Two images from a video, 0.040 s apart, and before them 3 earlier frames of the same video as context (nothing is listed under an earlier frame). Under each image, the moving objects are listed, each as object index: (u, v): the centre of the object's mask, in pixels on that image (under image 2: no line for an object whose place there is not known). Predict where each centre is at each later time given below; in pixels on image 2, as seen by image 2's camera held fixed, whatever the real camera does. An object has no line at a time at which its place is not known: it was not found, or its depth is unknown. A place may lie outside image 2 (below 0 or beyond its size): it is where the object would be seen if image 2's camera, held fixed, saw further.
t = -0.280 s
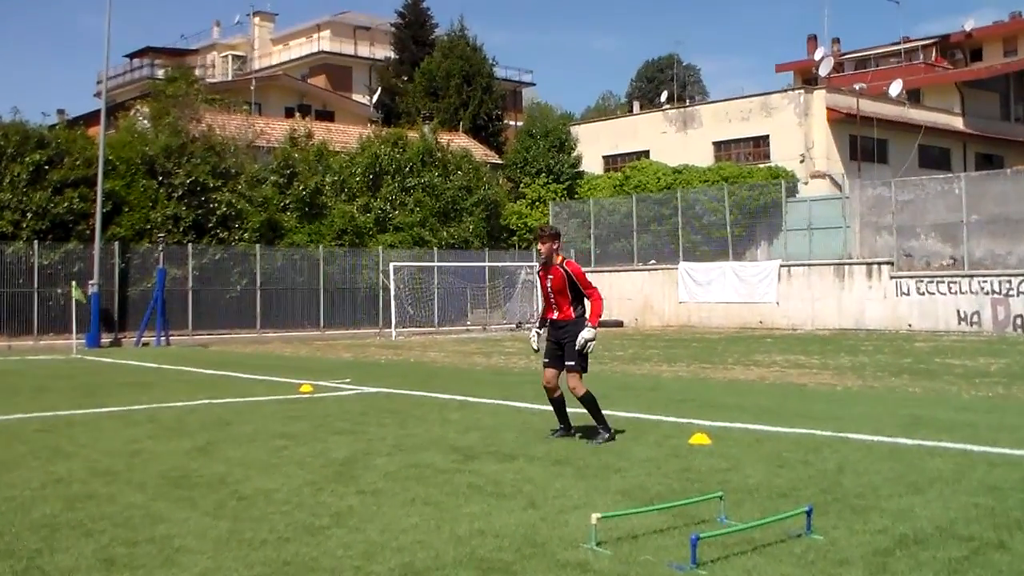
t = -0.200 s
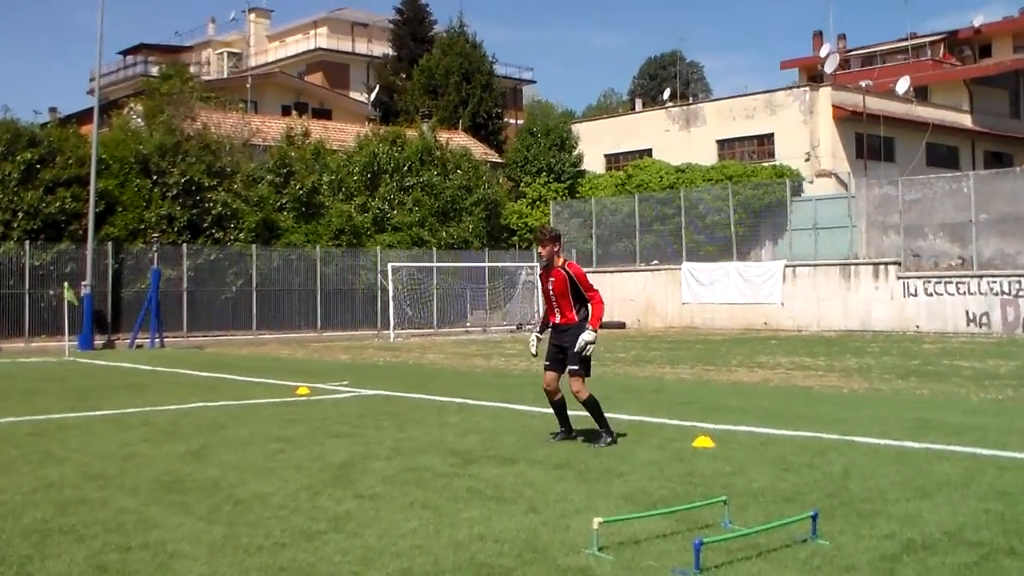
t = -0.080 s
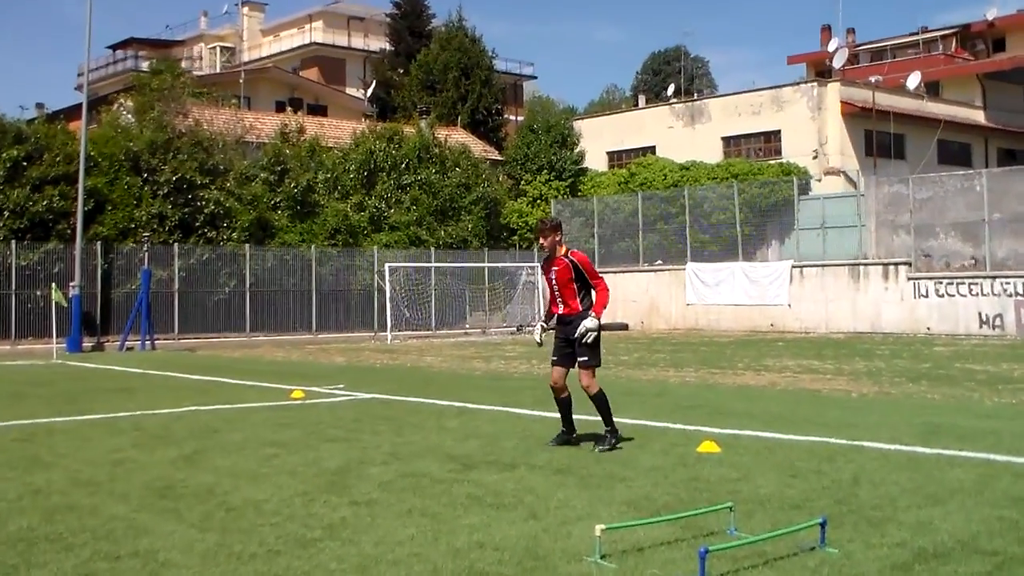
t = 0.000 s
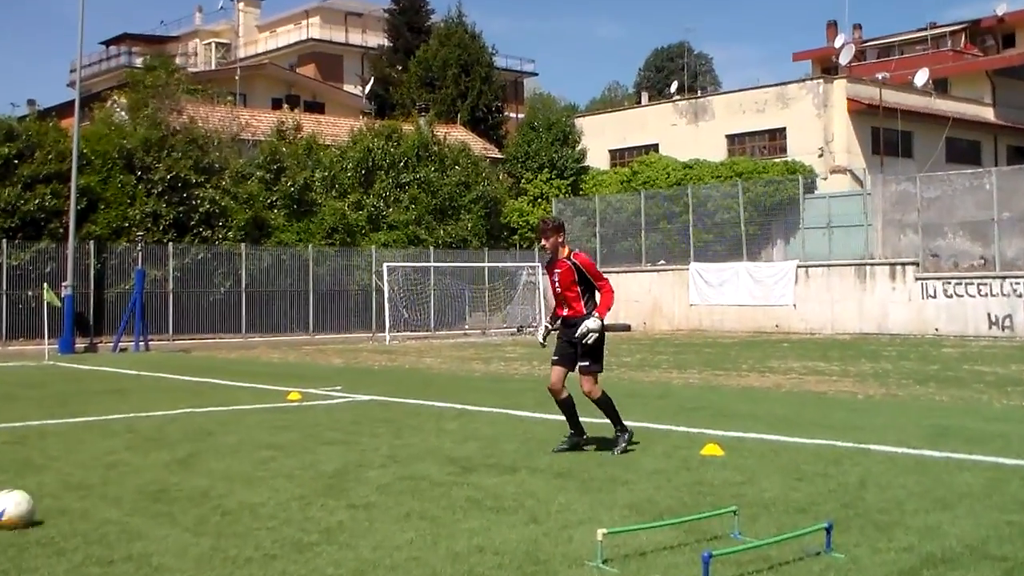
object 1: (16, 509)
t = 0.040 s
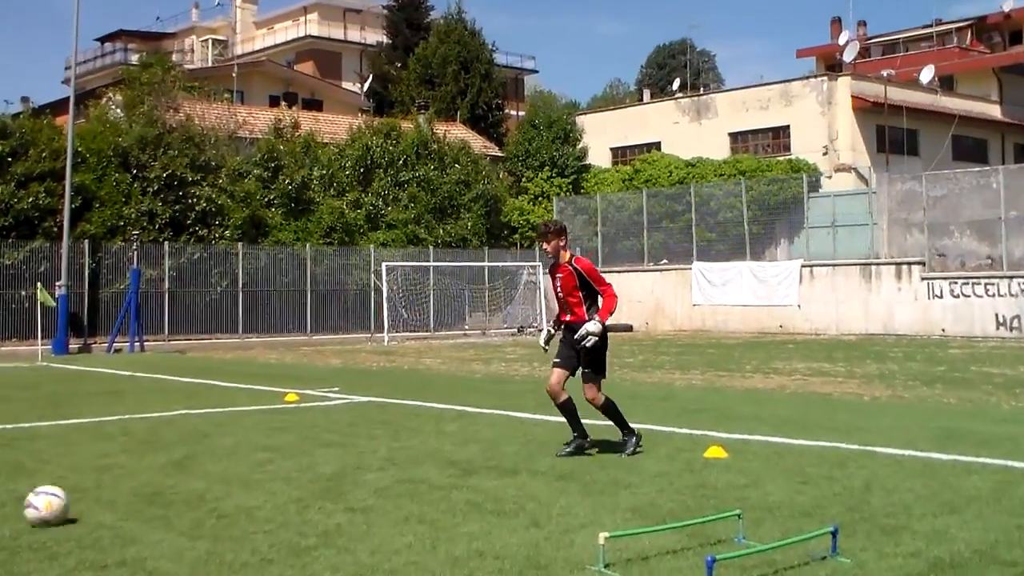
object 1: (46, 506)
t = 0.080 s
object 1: (85, 500)
